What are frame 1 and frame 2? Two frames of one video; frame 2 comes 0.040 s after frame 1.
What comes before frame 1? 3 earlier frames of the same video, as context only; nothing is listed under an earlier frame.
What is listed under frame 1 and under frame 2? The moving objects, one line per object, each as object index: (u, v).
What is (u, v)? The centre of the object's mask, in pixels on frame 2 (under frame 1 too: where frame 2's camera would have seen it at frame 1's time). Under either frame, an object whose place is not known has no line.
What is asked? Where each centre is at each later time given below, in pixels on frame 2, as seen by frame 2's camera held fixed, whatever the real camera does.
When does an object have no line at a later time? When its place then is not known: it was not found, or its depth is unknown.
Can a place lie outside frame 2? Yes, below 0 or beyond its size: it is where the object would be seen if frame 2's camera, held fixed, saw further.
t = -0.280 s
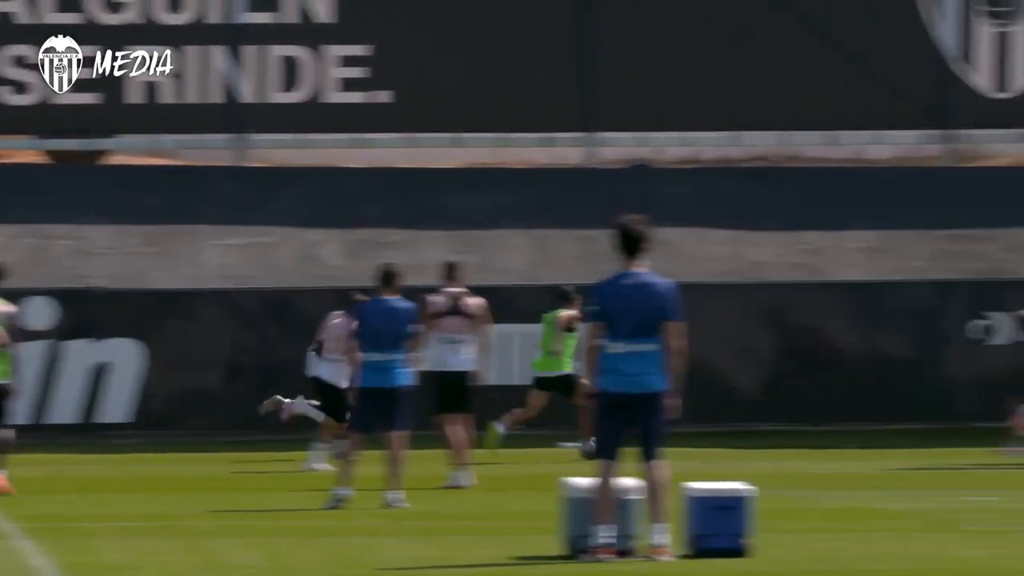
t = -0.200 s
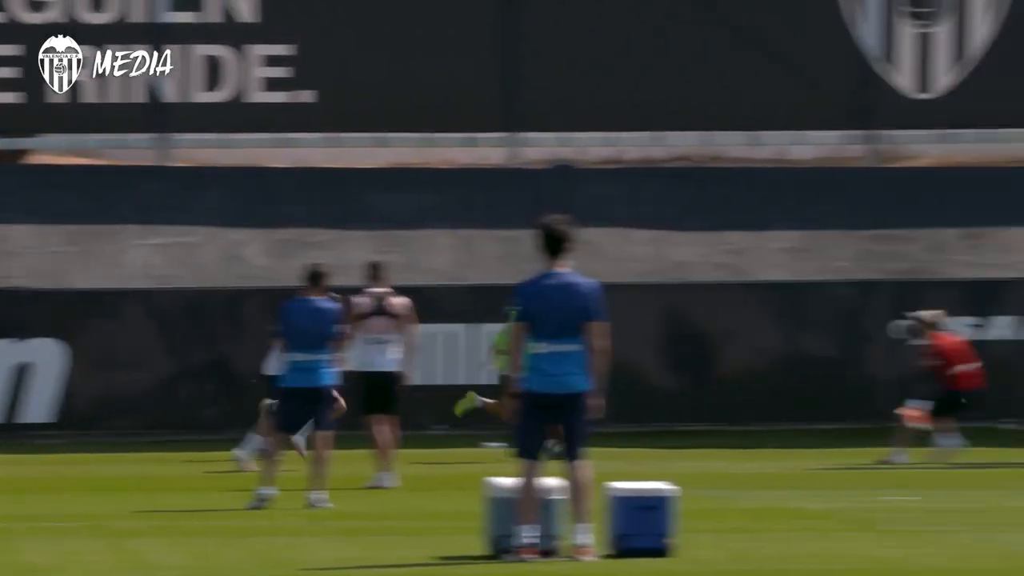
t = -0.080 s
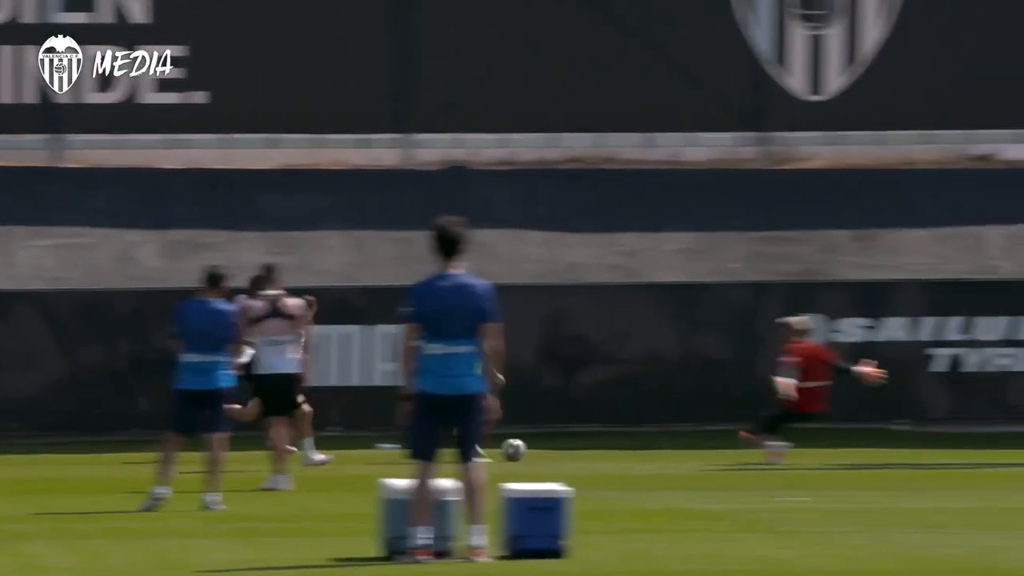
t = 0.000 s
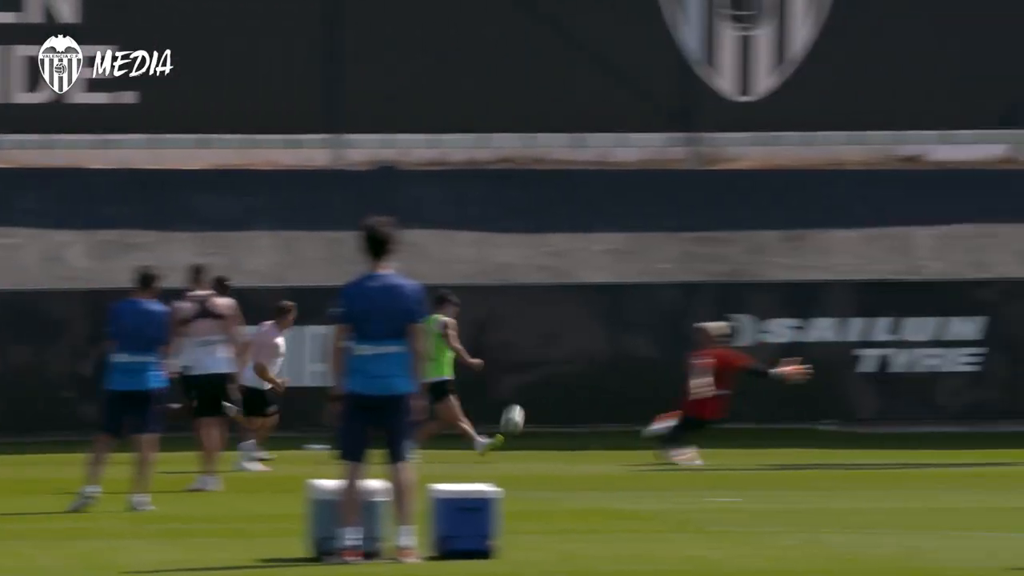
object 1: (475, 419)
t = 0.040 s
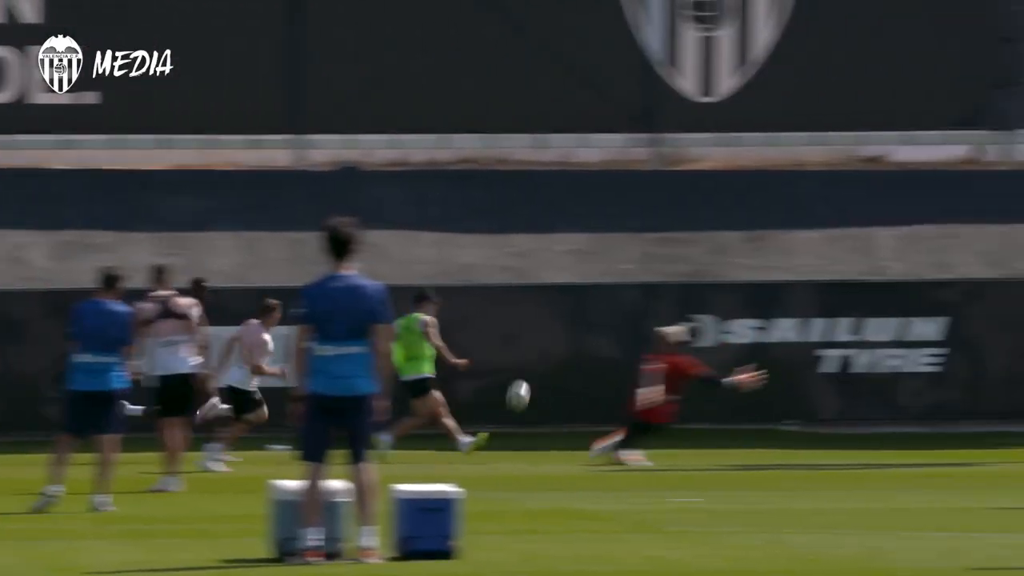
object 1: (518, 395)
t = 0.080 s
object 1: (561, 372)
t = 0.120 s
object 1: (605, 351)
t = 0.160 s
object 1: (648, 330)
